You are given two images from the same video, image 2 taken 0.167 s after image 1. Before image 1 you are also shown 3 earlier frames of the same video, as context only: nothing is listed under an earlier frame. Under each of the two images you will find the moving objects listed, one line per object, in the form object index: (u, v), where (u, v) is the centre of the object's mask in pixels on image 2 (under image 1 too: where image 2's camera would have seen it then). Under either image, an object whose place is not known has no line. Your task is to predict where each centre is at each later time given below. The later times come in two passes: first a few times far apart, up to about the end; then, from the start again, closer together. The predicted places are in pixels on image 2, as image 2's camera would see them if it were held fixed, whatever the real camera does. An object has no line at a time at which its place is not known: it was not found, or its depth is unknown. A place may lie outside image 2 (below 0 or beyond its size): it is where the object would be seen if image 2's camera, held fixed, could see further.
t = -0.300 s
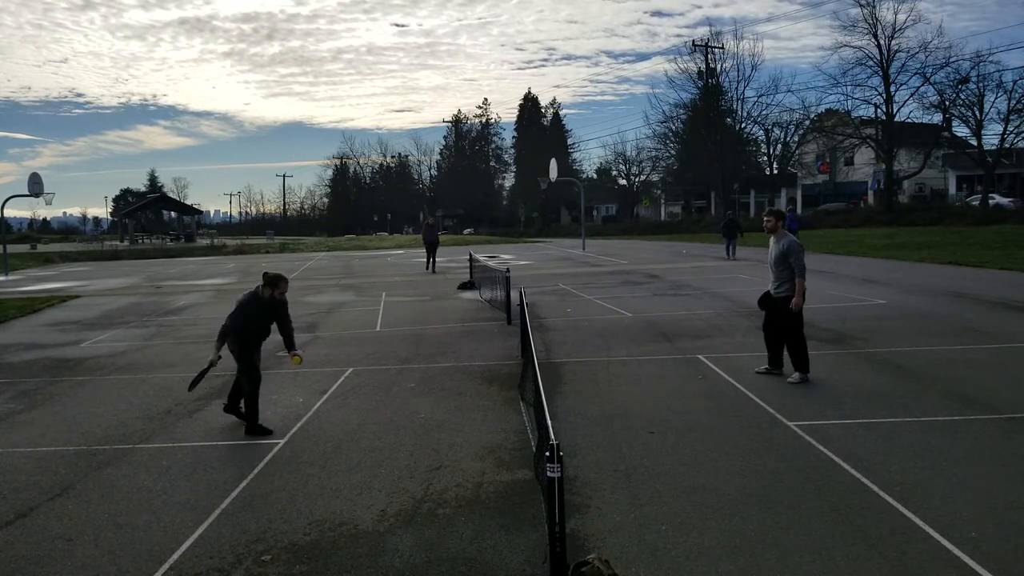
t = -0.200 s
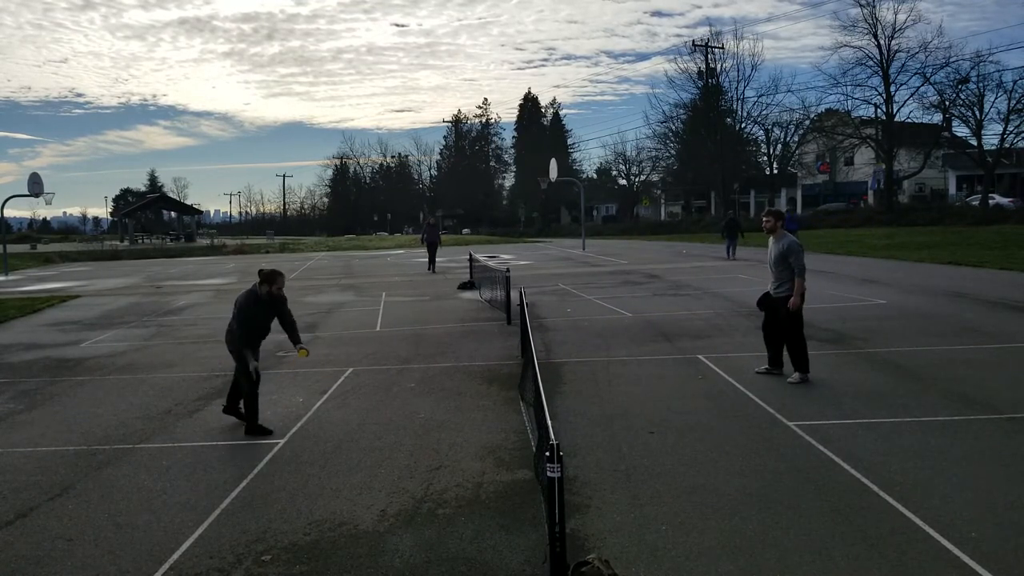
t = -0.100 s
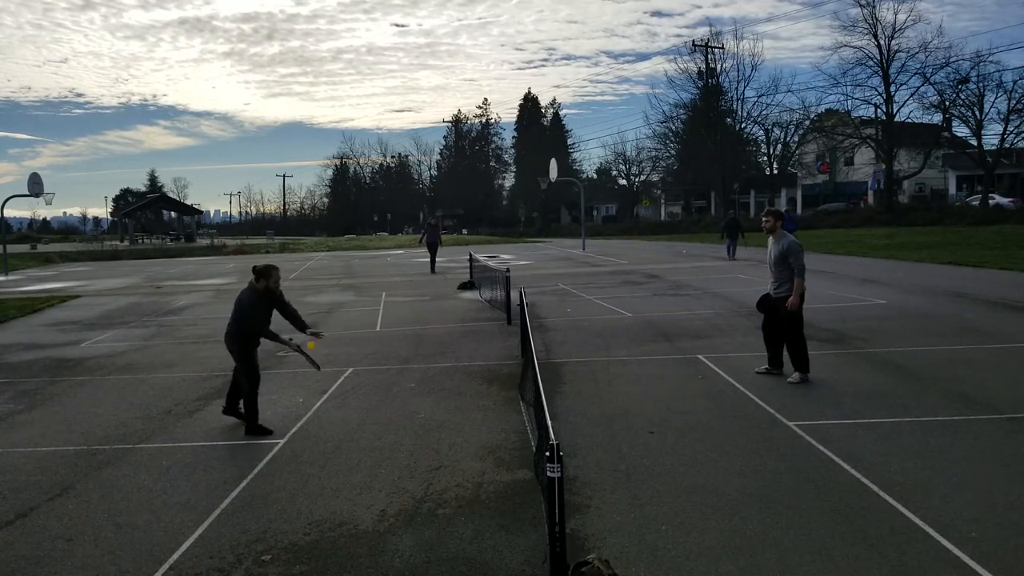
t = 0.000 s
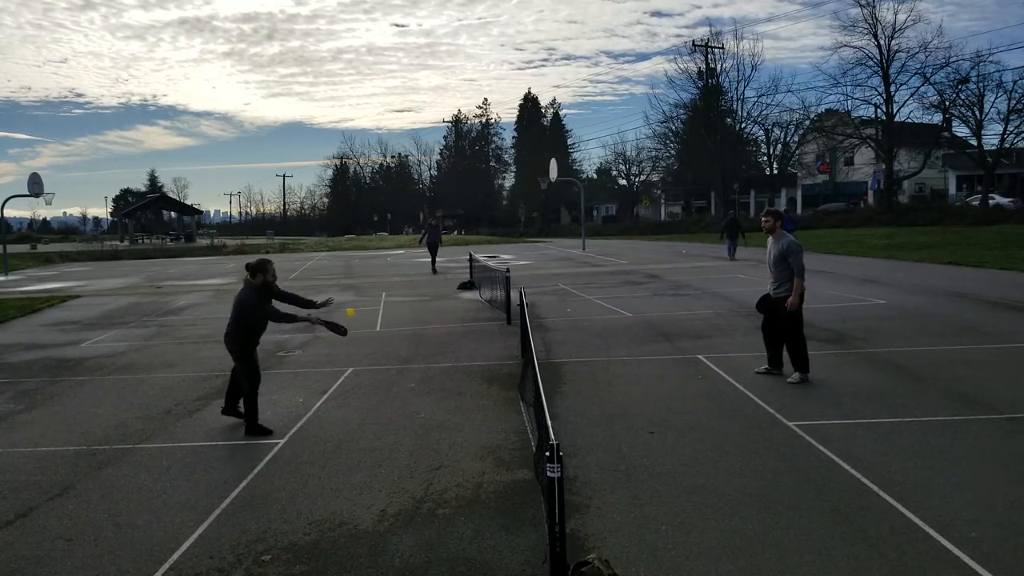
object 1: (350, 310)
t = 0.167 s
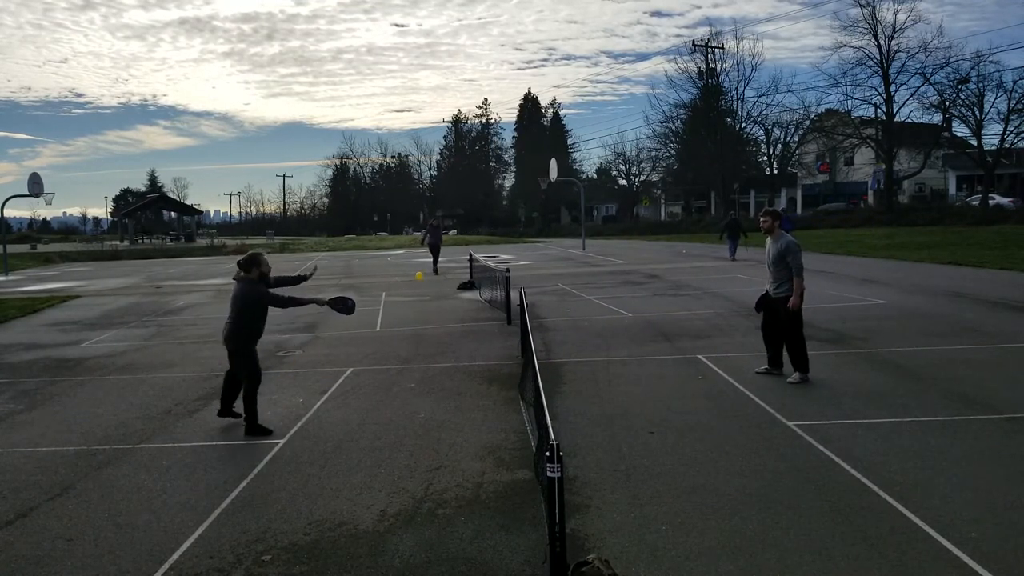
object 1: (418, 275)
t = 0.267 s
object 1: (458, 268)
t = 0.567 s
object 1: (565, 306)
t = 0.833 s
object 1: (638, 361)
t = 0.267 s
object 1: (458, 268)
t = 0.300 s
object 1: (471, 268)
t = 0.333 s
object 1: (483, 269)
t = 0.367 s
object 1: (495, 271)
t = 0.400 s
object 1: (508, 275)
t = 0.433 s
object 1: (519, 278)
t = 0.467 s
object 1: (531, 284)
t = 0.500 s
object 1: (542, 290)
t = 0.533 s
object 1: (553, 297)
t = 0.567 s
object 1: (565, 306)
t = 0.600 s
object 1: (575, 315)
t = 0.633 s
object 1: (586, 324)
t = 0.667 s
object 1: (596, 335)
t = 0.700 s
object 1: (606, 346)
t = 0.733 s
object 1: (616, 358)
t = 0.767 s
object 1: (626, 371)
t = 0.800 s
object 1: (633, 371)
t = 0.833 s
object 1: (638, 361)
